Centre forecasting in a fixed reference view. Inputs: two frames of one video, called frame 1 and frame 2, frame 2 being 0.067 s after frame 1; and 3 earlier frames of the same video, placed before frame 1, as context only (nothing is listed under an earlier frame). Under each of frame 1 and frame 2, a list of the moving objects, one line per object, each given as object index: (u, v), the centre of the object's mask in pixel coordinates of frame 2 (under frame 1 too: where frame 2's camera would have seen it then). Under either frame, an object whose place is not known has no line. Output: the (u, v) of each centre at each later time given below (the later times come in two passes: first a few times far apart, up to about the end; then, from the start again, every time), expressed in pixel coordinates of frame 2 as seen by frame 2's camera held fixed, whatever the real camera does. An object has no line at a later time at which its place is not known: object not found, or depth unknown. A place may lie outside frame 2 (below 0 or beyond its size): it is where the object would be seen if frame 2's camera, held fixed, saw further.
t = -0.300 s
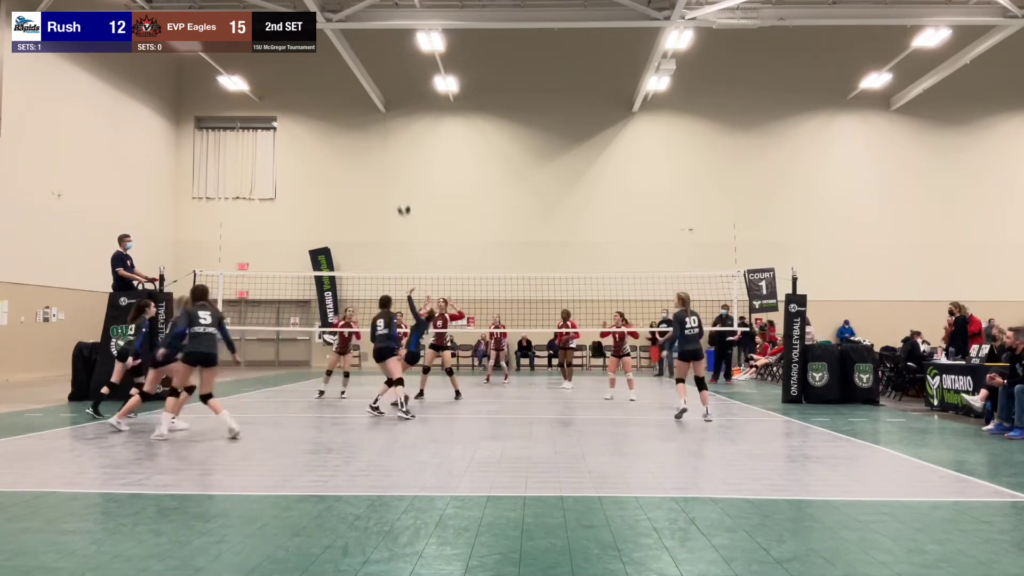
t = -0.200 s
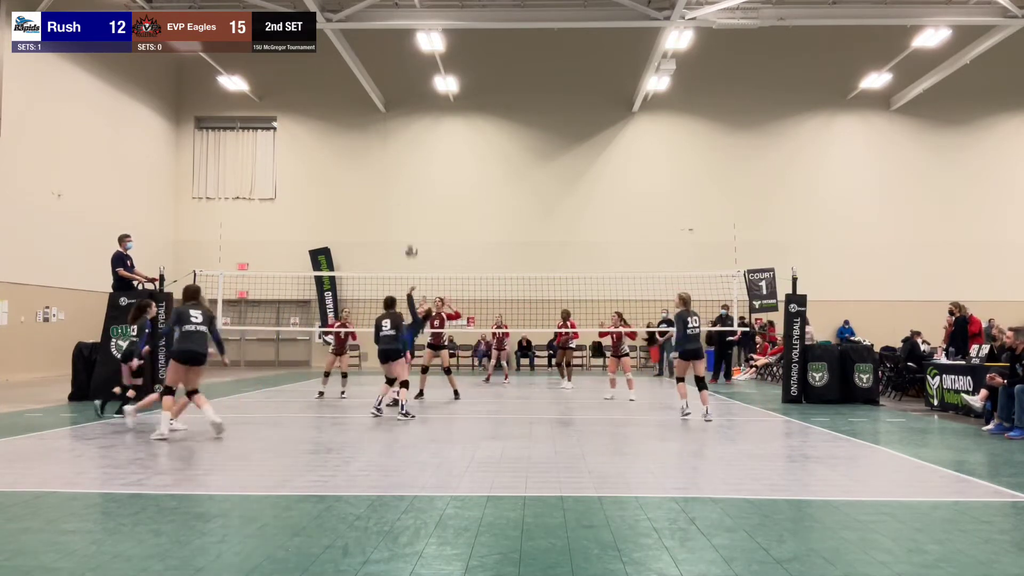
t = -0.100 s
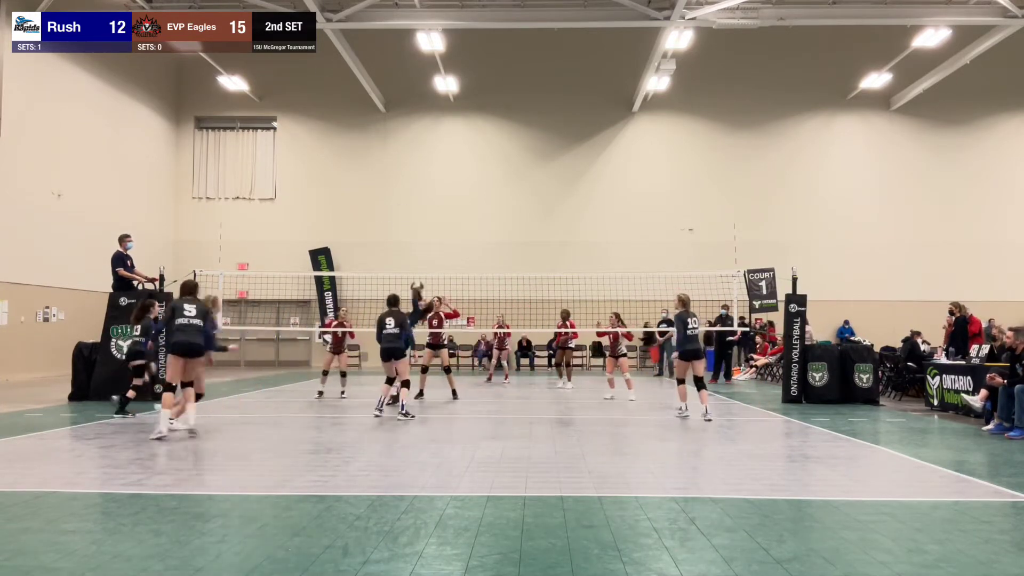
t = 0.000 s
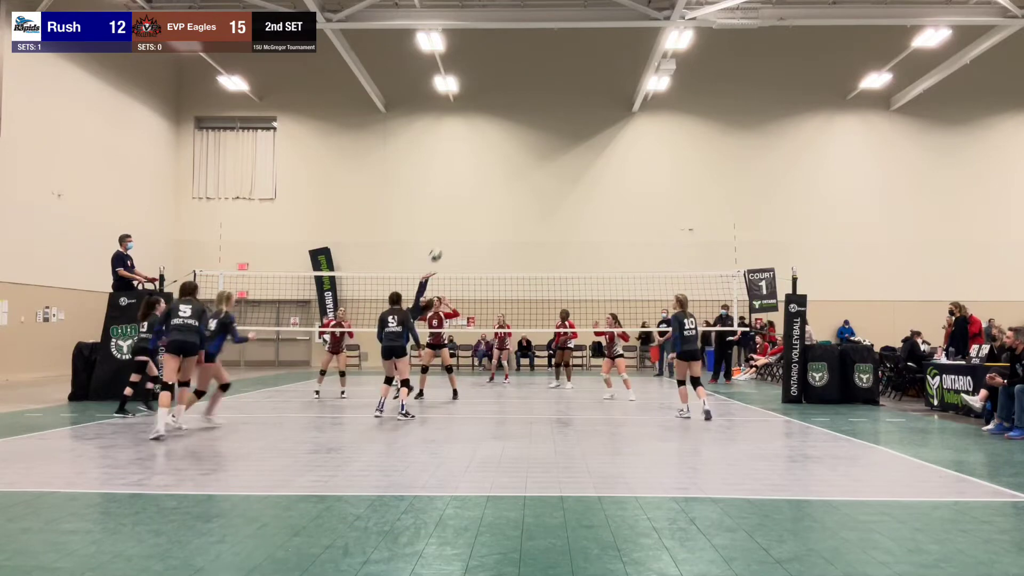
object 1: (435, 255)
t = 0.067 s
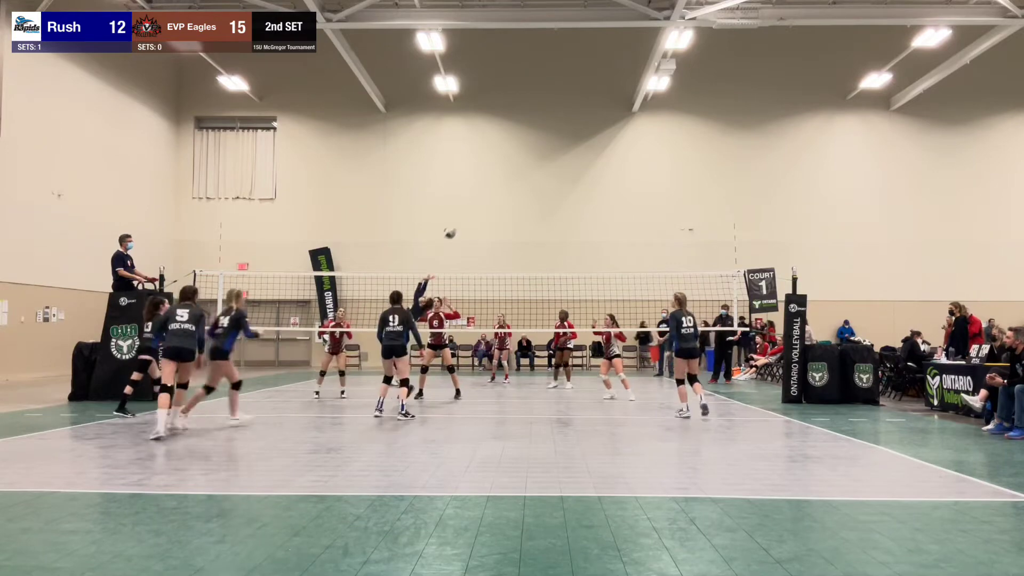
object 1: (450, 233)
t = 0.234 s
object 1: (484, 191)
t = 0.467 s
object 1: (529, 160)
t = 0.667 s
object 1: (567, 160)
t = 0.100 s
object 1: (457, 223)
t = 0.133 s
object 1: (464, 214)
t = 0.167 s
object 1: (471, 206)
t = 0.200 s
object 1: (478, 198)
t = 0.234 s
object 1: (484, 191)
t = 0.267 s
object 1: (490, 185)
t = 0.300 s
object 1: (497, 179)
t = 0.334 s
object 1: (503, 174)
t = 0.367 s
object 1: (510, 169)
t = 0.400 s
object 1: (516, 166)
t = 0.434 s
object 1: (523, 162)
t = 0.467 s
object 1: (529, 160)
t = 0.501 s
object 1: (536, 158)
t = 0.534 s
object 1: (542, 157)
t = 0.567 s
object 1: (548, 157)
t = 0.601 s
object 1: (554, 157)
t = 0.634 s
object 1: (560, 158)
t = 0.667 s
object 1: (567, 160)
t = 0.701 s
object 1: (573, 162)
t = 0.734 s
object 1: (579, 165)
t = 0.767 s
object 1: (585, 169)
